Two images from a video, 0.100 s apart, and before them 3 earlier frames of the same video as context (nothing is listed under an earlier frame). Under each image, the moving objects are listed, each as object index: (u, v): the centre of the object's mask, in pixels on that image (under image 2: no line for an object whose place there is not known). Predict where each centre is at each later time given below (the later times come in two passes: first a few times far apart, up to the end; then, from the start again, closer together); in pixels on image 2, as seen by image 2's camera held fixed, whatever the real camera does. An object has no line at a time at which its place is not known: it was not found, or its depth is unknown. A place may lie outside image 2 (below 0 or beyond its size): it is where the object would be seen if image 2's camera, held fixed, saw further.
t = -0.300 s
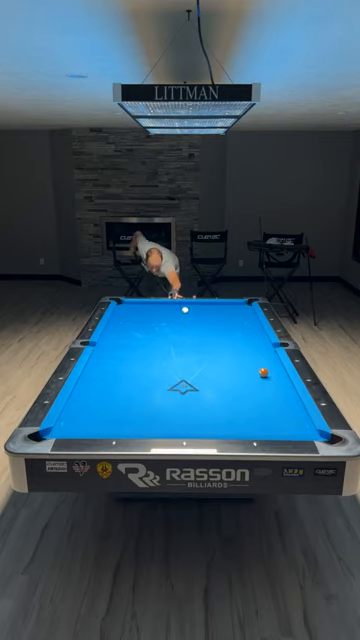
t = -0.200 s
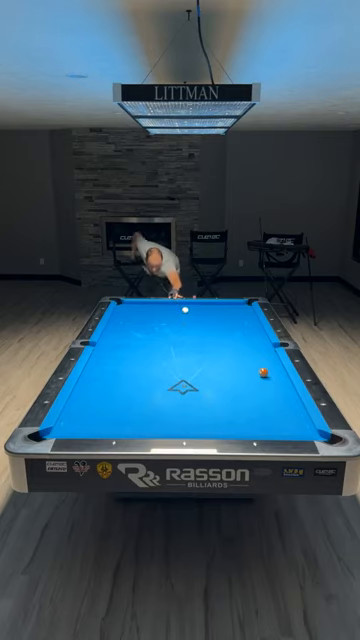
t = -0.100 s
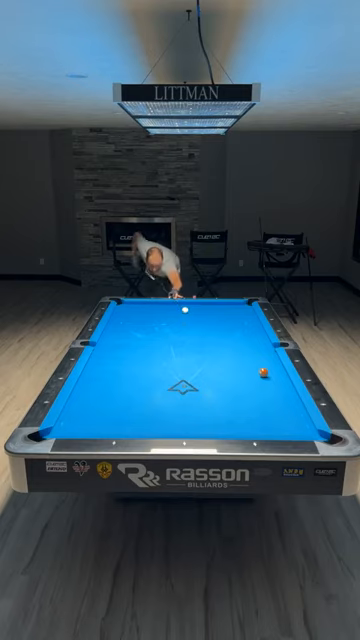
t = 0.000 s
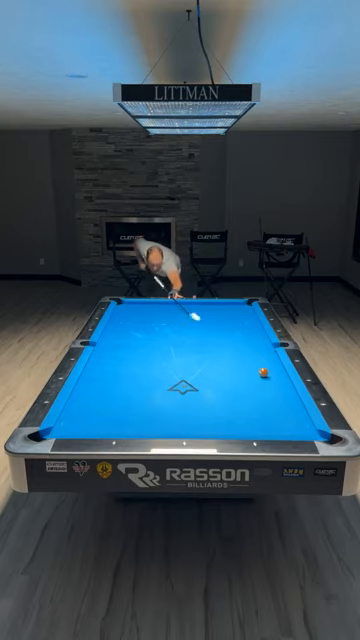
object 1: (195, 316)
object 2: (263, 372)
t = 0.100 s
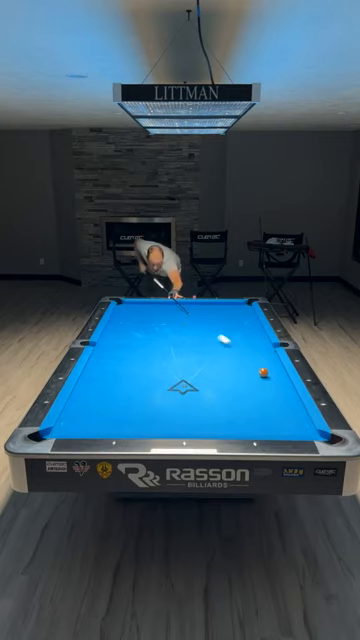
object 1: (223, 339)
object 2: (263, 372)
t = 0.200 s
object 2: (263, 373)
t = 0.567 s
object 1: (257, 359)
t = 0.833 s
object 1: (234, 349)
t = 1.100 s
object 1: (215, 341)
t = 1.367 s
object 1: (198, 334)
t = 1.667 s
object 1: (181, 326)
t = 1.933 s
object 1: (167, 320)
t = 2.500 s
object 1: (142, 310)
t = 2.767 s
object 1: (132, 306)
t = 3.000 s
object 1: (124, 303)
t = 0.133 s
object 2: (263, 372)
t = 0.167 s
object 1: (247, 357)
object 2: (263, 372)
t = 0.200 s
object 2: (263, 373)
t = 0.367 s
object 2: (328, 440)
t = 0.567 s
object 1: (257, 359)
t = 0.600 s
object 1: (254, 357)
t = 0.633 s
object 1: (251, 356)
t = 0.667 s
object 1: (248, 355)
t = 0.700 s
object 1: (245, 354)
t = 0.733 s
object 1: (242, 353)
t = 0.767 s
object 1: (240, 352)
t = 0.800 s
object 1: (237, 350)
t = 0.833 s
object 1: (234, 349)
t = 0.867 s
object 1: (232, 348)
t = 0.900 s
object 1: (229, 347)
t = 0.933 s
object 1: (227, 346)
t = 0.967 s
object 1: (224, 345)
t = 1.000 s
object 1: (222, 344)
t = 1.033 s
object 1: (219, 343)
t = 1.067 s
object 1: (217, 342)
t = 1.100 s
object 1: (215, 341)
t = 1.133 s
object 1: (212, 340)
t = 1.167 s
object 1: (210, 339)
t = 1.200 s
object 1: (208, 338)
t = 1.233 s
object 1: (206, 337)
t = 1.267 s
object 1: (204, 336)
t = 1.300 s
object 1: (202, 335)
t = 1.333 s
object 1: (200, 335)
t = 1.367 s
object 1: (198, 334)
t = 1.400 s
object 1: (196, 333)
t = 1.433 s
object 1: (194, 332)
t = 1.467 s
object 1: (192, 331)
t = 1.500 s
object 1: (190, 330)
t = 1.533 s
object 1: (188, 329)
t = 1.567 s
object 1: (186, 328)
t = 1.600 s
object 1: (184, 328)
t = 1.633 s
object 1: (182, 327)
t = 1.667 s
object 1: (181, 326)
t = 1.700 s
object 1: (179, 326)
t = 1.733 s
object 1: (177, 325)
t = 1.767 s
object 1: (175, 324)
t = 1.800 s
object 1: (174, 323)
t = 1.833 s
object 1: (172, 323)
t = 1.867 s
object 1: (170, 322)
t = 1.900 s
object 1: (168, 321)
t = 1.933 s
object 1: (167, 320)
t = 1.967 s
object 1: (165, 320)
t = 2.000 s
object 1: (164, 319)
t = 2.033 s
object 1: (162, 319)
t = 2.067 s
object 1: (161, 317)
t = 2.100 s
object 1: (159, 317)
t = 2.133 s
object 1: (158, 316)
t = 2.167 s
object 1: (156, 316)
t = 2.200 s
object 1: (155, 315)
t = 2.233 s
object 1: (153, 315)
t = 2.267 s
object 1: (152, 314)
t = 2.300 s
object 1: (150, 314)
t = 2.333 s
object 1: (149, 313)
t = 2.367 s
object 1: (147, 312)
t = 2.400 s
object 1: (146, 312)
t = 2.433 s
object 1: (145, 311)
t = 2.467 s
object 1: (143, 311)
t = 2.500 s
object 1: (142, 310)
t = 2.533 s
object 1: (141, 310)
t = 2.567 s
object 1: (140, 309)
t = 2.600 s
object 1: (138, 309)
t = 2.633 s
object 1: (137, 308)
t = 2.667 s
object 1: (136, 308)
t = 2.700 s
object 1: (135, 307)
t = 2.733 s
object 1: (134, 307)
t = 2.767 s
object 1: (132, 306)
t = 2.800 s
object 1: (131, 306)
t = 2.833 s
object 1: (130, 305)
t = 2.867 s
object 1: (129, 305)
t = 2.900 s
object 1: (128, 304)
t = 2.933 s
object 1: (127, 304)
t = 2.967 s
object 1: (125, 303)
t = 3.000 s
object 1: (124, 303)
